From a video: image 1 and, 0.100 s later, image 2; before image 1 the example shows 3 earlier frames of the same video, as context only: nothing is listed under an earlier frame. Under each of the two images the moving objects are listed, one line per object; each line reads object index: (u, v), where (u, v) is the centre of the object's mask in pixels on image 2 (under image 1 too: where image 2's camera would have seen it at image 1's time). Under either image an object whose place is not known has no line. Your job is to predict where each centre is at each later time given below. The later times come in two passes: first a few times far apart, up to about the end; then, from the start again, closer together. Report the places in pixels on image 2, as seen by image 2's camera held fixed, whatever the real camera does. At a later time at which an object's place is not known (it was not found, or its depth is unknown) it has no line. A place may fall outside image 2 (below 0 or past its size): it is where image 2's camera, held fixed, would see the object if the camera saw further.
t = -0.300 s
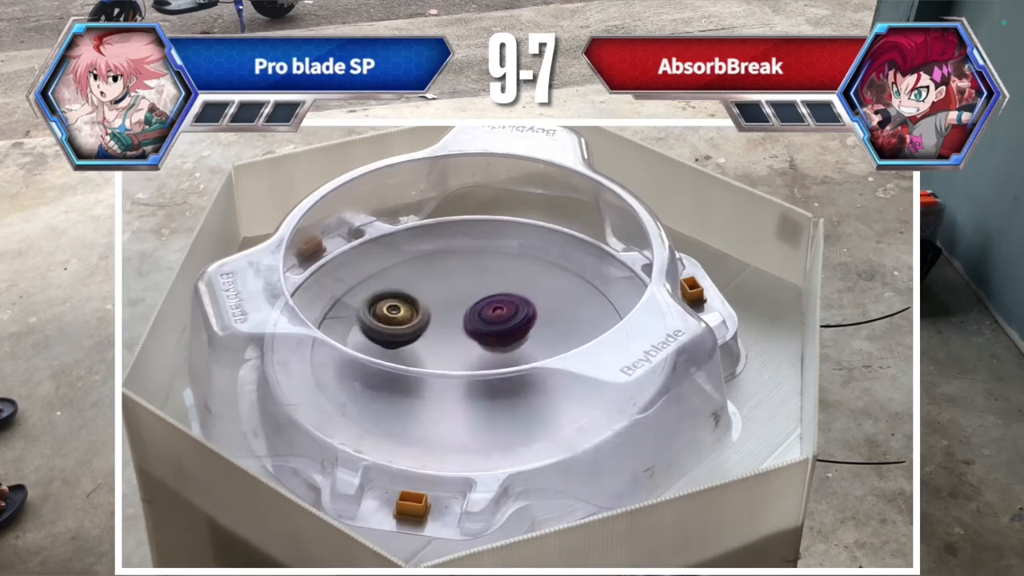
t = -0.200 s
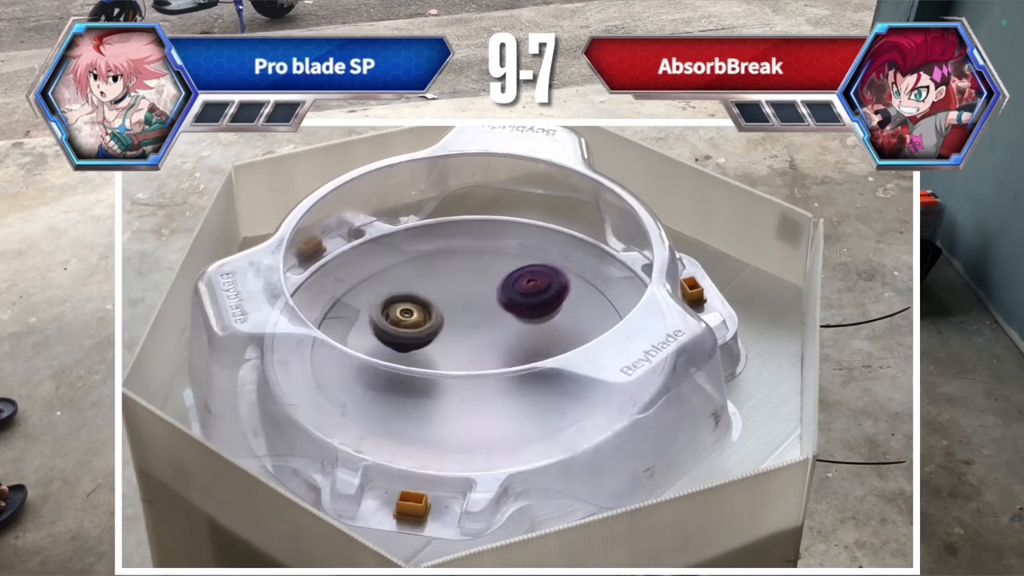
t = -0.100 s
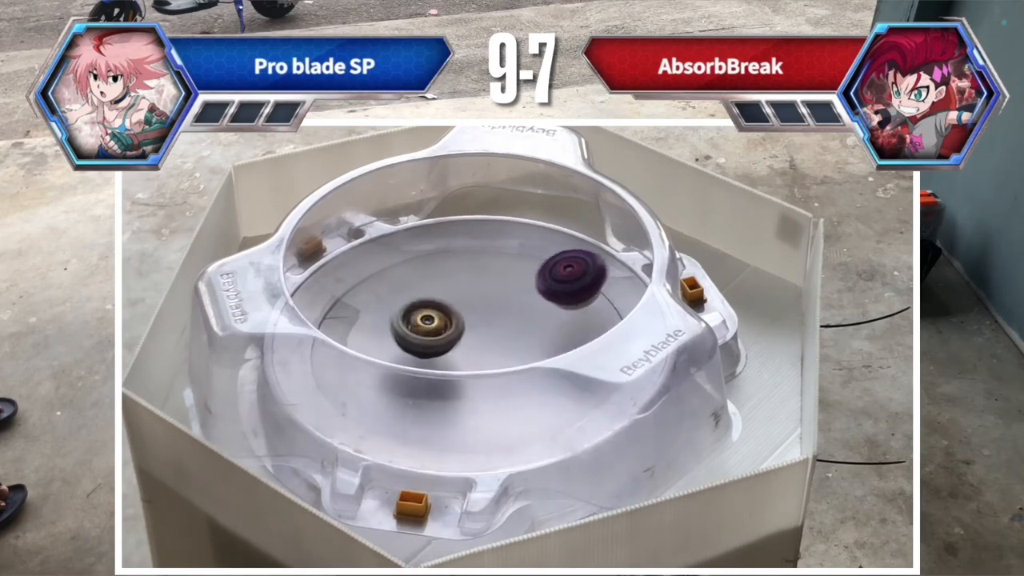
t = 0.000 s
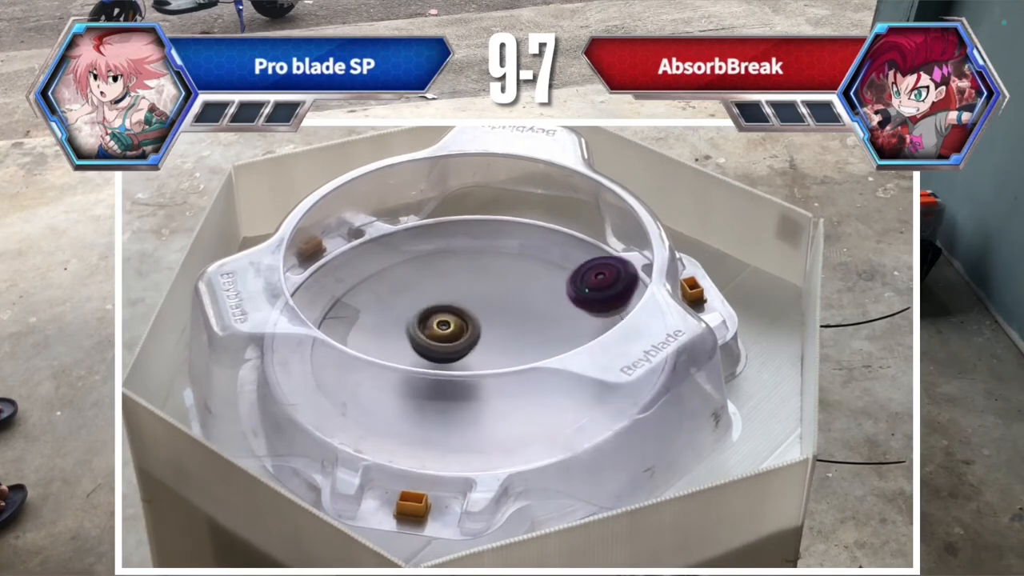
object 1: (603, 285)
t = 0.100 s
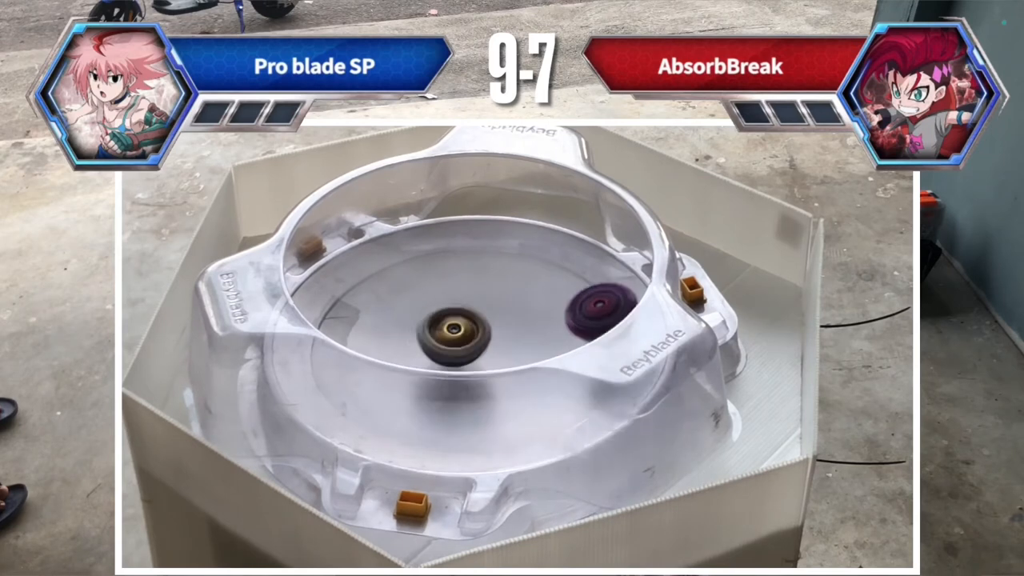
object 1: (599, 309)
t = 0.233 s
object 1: (519, 361)
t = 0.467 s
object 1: (412, 402)
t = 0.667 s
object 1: (342, 319)
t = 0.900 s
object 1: (434, 254)
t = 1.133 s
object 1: (590, 326)
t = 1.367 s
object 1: (472, 419)
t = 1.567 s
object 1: (334, 310)
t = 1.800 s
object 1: (506, 211)
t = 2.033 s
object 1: (562, 375)
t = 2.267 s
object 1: (324, 384)
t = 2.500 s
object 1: (401, 278)
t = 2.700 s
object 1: (614, 295)
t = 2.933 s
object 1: (553, 409)
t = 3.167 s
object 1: (320, 378)
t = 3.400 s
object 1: (412, 276)
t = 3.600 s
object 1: (628, 278)
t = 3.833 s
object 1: (459, 420)
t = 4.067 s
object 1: (311, 311)
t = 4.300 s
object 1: (485, 204)
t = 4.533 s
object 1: (524, 287)
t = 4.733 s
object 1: (503, 317)
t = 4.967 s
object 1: (475, 354)
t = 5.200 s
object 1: (477, 293)
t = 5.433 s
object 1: (473, 241)
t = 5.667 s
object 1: (496, 267)
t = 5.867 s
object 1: (503, 335)
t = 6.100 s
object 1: (502, 382)
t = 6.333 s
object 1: (495, 397)
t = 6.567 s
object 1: (490, 379)
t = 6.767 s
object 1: (429, 415)
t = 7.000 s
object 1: (425, 408)
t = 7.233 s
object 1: (459, 369)
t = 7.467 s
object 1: (430, 400)
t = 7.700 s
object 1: (455, 366)
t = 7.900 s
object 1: (473, 345)
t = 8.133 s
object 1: (482, 351)
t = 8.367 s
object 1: (478, 346)
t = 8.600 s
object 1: (489, 348)
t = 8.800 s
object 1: (493, 348)
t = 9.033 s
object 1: (504, 345)
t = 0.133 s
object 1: (586, 321)
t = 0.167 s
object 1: (569, 332)
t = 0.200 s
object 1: (545, 351)
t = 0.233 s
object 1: (519, 361)
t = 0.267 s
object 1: (507, 377)
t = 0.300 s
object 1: (499, 397)
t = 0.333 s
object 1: (485, 402)
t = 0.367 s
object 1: (468, 407)
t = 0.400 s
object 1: (451, 407)
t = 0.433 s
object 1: (431, 406)
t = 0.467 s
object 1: (412, 402)
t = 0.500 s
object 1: (394, 396)
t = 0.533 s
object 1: (375, 386)
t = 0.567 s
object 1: (363, 368)
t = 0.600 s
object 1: (357, 351)
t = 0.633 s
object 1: (349, 336)
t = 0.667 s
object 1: (342, 319)
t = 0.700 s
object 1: (336, 307)
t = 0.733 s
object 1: (337, 294)
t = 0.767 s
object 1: (346, 281)
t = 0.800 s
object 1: (360, 270)
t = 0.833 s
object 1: (381, 261)
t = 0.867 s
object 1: (406, 256)
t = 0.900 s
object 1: (434, 254)
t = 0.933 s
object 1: (465, 256)
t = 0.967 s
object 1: (496, 263)
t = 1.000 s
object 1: (525, 273)
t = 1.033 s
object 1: (551, 286)
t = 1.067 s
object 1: (573, 302)
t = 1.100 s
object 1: (588, 316)
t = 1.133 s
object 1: (590, 326)
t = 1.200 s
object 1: (594, 391)
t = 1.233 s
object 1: (578, 395)
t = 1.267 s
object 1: (560, 406)
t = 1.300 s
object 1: (539, 419)
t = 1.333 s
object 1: (507, 423)
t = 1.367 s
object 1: (472, 419)
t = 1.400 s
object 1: (437, 416)
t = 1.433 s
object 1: (403, 405)
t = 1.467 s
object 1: (373, 389)
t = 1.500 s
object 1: (350, 366)
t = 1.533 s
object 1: (339, 338)
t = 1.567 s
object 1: (334, 310)
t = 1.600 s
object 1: (333, 284)
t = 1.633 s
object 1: (350, 259)
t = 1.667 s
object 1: (369, 240)
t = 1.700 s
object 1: (395, 224)
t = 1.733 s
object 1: (431, 216)
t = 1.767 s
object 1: (468, 212)
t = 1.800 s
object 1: (506, 211)
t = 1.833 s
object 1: (543, 213)
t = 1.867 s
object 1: (575, 222)
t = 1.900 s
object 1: (582, 248)
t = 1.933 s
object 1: (588, 281)
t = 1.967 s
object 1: (588, 310)
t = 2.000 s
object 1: (576, 333)
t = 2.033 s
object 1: (562, 375)
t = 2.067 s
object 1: (544, 398)
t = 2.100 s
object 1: (513, 416)
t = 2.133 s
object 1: (477, 425)
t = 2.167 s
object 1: (437, 426)
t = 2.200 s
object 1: (395, 418)
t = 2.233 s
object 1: (357, 403)
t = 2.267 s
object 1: (324, 384)
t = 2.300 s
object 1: (296, 363)
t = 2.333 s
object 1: (280, 349)
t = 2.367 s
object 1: (306, 305)
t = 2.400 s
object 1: (311, 294)
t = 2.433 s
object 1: (331, 289)
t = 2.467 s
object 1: (364, 284)
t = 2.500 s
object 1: (401, 278)
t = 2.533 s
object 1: (440, 274)
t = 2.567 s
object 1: (481, 274)
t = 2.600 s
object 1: (520, 276)
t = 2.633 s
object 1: (557, 280)
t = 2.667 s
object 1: (590, 287)
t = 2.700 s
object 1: (614, 295)
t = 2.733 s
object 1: (621, 302)
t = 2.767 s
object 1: (624, 313)
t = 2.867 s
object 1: (603, 392)
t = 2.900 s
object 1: (581, 400)
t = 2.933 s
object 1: (553, 409)
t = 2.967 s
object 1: (520, 420)
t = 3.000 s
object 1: (484, 426)
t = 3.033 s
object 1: (445, 427)
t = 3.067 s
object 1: (408, 422)
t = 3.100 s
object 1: (373, 412)
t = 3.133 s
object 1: (343, 398)
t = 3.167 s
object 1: (320, 378)
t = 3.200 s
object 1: (300, 359)
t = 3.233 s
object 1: (296, 341)
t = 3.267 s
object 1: (310, 303)
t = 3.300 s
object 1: (314, 292)
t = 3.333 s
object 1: (337, 287)
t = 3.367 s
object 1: (373, 283)
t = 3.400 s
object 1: (412, 276)
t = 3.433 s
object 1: (455, 270)
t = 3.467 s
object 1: (498, 267)
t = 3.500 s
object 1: (540, 265)
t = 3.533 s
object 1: (579, 266)
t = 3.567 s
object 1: (611, 271)
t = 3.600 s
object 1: (628, 278)
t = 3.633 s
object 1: (623, 297)
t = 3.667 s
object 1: (606, 319)
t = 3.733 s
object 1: (568, 390)
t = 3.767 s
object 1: (539, 401)
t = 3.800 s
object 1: (503, 414)
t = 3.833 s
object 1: (459, 420)
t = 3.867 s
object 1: (417, 420)
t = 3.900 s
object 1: (377, 416)
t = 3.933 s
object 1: (350, 401)
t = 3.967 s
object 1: (331, 382)
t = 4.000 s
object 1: (315, 362)
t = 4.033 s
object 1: (315, 339)
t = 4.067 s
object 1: (311, 311)
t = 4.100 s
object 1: (317, 286)
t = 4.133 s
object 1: (325, 265)
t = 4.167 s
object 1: (351, 248)
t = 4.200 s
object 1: (380, 233)
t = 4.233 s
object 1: (412, 220)
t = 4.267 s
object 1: (448, 211)
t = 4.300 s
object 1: (485, 204)
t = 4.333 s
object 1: (520, 200)
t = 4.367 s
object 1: (551, 204)
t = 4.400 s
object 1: (570, 211)
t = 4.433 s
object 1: (562, 227)
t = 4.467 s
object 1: (550, 244)
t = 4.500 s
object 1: (536, 266)
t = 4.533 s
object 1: (524, 287)
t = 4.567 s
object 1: (512, 303)
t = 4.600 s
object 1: (513, 303)
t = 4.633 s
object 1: (512, 304)
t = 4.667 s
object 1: (508, 306)
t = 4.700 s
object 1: (506, 312)
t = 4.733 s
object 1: (503, 317)
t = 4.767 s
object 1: (497, 323)
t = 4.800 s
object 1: (495, 330)
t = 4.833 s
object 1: (489, 335)
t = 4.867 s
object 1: (485, 342)
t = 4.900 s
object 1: (483, 346)
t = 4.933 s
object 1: (478, 348)
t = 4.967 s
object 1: (475, 354)
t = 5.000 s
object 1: (473, 352)
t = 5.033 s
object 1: (470, 353)
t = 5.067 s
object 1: (470, 347)
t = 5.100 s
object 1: (470, 339)
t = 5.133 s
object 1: (474, 322)
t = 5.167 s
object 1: (476, 309)
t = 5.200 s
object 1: (477, 293)
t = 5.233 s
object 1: (478, 279)
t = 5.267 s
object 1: (477, 265)
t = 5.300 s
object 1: (478, 252)
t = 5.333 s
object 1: (476, 243)
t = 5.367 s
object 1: (477, 235)
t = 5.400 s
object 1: (474, 233)
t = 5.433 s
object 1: (473, 241)
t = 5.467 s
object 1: (474, 249)
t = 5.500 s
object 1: (473, 259)
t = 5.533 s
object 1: (478, 260)
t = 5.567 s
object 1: (484, 255)
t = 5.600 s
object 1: (490, 255)
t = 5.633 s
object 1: (493, 259)
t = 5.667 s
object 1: (496, 267)
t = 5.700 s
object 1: (501, 276)
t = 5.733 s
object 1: (502, 286)
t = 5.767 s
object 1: (503, 298)
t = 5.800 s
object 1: (506, 310)
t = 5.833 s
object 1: (503, 321)
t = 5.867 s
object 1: (503, 335)
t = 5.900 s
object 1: (504, 341)
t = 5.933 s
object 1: (500, 347)
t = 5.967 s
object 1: (501, 362)
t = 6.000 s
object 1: (502, 367)
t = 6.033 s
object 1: (500, 370)
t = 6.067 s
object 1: (501, 384)
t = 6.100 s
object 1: (502, 382)
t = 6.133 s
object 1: (498, 386)
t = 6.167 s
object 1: (501, 394)
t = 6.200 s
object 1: (498, 384)
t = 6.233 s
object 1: (493, 385)
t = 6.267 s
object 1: (495, 393)
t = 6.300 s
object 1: (498, 388)
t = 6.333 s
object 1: (495, 397)
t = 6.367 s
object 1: (499, 398)
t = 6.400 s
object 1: (500, 398)
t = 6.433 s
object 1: (496, 398)
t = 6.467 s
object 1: (499, 391)
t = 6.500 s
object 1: (496, 388)
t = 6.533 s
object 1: (490, 386)
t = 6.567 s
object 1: (490, 379)
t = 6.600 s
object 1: (489, 371)
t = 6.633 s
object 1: (476, 386)
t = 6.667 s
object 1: (466, 401)
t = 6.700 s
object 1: (451, 405)
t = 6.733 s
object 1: (439, 410)
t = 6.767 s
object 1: (429, 415)
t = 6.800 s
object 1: (422, 415)
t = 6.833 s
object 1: (416, 414)
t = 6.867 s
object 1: (412, 413)
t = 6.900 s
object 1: (411, 412)
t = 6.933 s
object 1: (414, 410)
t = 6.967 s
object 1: (420, 410)
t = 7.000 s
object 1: (425, 408)
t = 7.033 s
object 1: (433, 403)
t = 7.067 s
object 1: (439, 402)
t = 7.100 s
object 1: (445, 398)
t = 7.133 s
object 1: (454, 380)
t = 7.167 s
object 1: (459, 368)
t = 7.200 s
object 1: (467, 355)
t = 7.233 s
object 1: (459, 369)
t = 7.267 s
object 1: (448, 380)
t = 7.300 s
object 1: (443, 388)
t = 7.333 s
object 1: (430, 396)
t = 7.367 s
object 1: (428, 399)
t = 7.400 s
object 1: (426, 399)
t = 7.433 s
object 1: (425, 401)
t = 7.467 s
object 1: (430, 400)
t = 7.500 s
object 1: (428, 400)
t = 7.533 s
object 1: (434, 398)
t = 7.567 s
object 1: (440, 389)
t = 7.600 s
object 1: (442, 387)
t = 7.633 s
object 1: (447, 379)
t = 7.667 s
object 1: (450, 370)
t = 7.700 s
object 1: (455, 366)
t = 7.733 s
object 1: (459, 351)
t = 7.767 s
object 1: (459, 349)
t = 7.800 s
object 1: (464, 347)
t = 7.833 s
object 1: (466, 346)
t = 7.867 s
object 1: (471, 346)
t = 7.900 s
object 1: (473, 345)
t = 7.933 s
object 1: (478, 348)
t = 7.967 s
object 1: (479, 350)
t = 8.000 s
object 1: (480, 350)
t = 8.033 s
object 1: (482, 350)
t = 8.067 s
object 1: (482, 351)
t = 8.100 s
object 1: (482, 351)
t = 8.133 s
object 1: (482, 351)
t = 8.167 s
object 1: (481, 350)
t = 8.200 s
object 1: (481, 350)
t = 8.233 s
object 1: (481, 349)
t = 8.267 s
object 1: (482, 348)
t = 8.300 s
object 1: (481, 348)
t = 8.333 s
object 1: (480, 347)
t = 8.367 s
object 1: (478, 346)
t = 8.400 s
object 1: (478, 346)
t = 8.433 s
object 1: (481, 346)
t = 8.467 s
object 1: (483, 346)
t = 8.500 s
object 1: (486, 346)
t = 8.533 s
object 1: (488, 347)
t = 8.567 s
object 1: (488, 347)
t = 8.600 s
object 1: (489, 348)
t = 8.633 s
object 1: (491, 348)
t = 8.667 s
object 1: (493, 348)
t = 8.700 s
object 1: (494, 349)
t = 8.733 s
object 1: (494, 348)
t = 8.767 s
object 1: (494, 348)
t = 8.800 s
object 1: (493, 348)
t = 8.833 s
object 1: (493, 347)
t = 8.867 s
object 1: (494, 346)
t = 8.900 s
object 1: (493, 346)
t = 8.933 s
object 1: (498, 345)
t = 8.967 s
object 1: (504, 345)
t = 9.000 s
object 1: (505, 345)
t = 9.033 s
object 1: (504, 345)
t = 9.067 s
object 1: (502, 344)
